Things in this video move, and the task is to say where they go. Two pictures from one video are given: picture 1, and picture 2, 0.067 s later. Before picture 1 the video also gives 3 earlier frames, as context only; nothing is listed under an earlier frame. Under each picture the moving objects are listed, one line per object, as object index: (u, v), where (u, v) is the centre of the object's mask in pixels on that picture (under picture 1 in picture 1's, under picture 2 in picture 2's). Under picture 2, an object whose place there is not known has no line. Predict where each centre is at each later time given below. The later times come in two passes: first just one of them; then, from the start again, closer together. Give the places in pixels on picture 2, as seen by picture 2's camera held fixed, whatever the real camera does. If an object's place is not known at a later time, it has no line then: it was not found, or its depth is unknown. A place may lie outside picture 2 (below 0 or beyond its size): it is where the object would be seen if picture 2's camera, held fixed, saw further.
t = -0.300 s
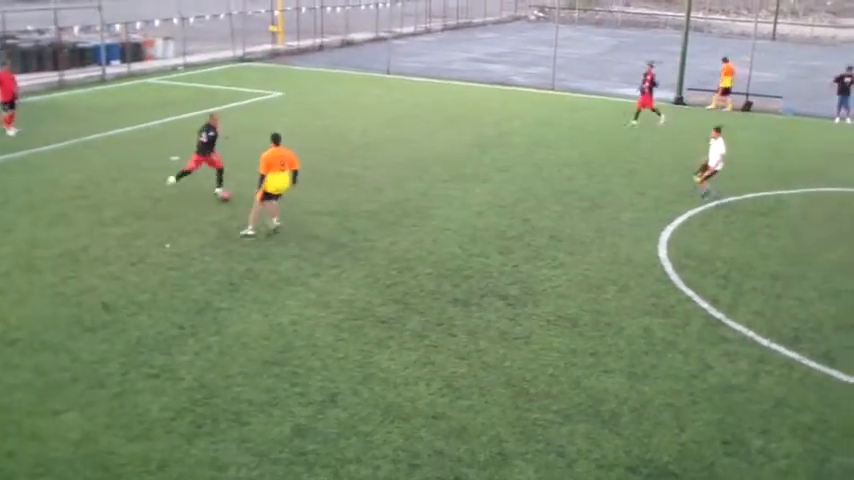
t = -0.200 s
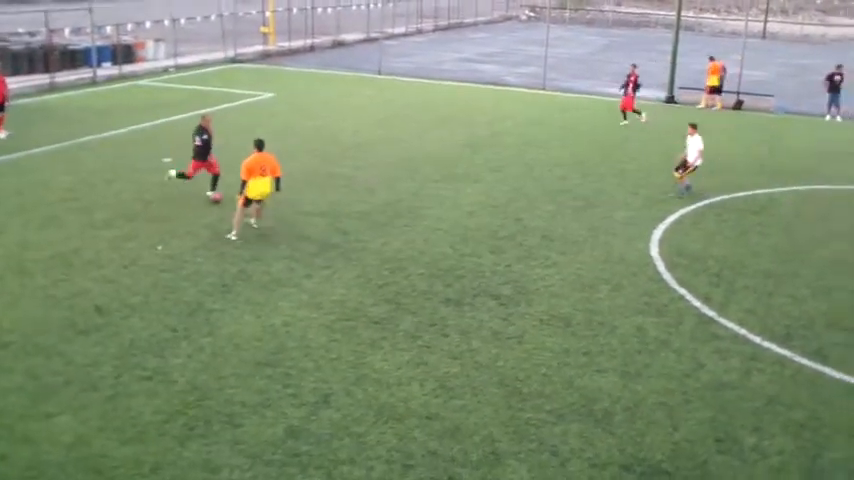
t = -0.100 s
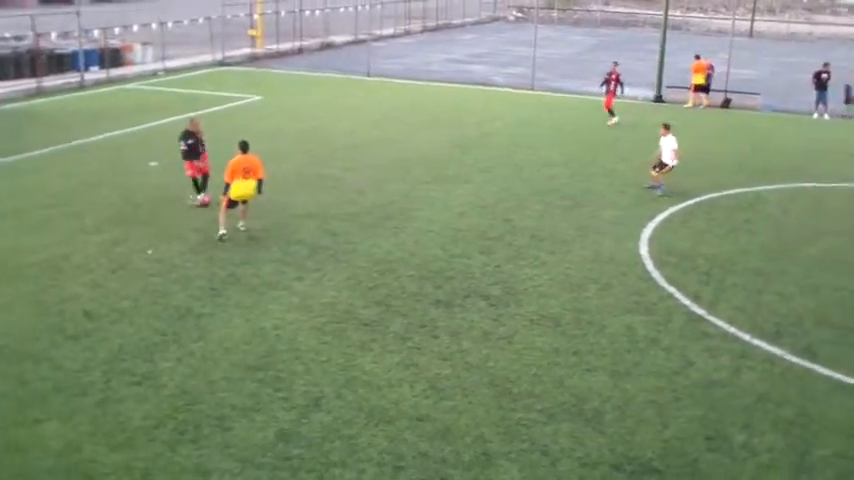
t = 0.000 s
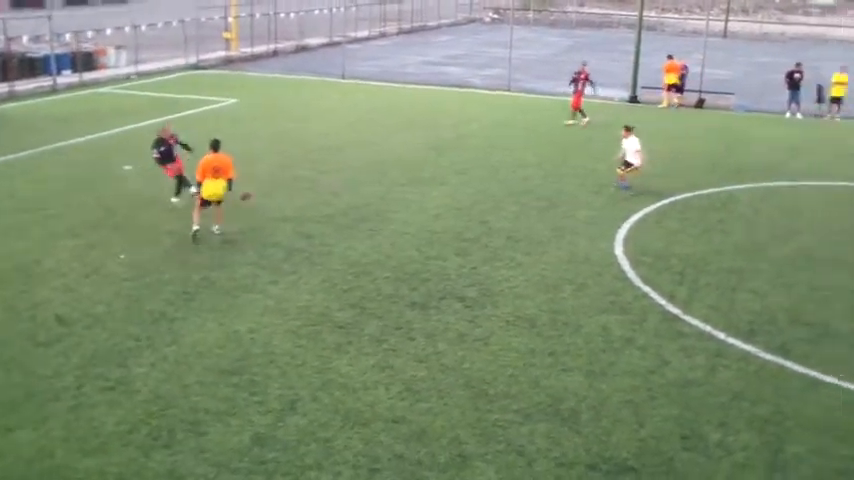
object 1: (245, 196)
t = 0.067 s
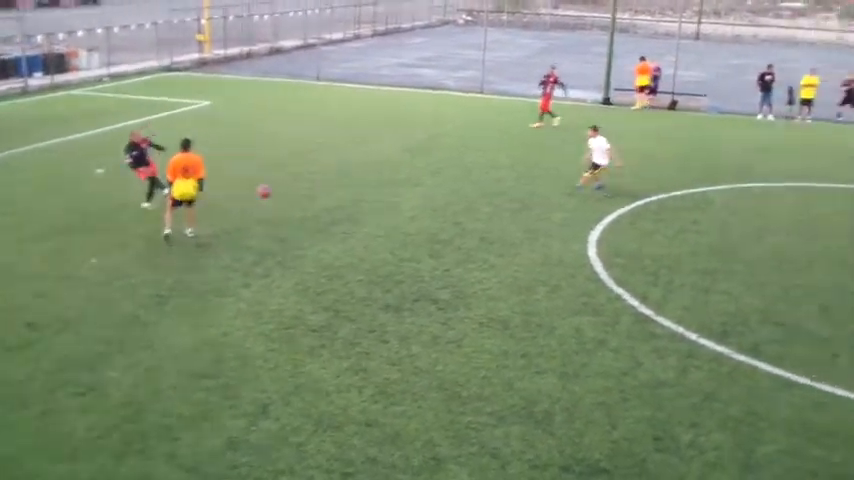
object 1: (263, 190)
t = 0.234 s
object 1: (384, 188)
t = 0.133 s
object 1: (309, 190)
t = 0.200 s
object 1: (358, 187)
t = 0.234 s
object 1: (384, 188)
